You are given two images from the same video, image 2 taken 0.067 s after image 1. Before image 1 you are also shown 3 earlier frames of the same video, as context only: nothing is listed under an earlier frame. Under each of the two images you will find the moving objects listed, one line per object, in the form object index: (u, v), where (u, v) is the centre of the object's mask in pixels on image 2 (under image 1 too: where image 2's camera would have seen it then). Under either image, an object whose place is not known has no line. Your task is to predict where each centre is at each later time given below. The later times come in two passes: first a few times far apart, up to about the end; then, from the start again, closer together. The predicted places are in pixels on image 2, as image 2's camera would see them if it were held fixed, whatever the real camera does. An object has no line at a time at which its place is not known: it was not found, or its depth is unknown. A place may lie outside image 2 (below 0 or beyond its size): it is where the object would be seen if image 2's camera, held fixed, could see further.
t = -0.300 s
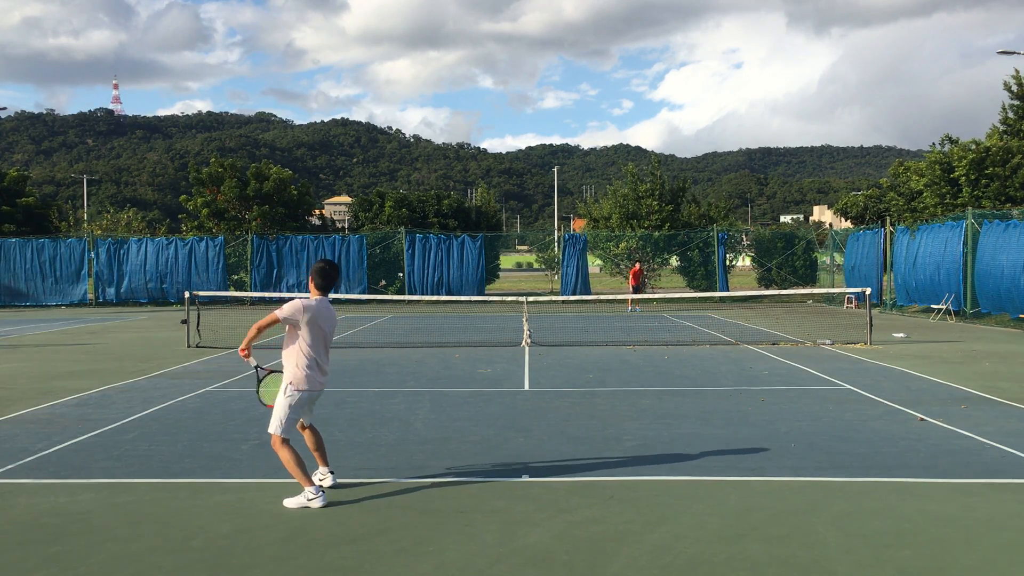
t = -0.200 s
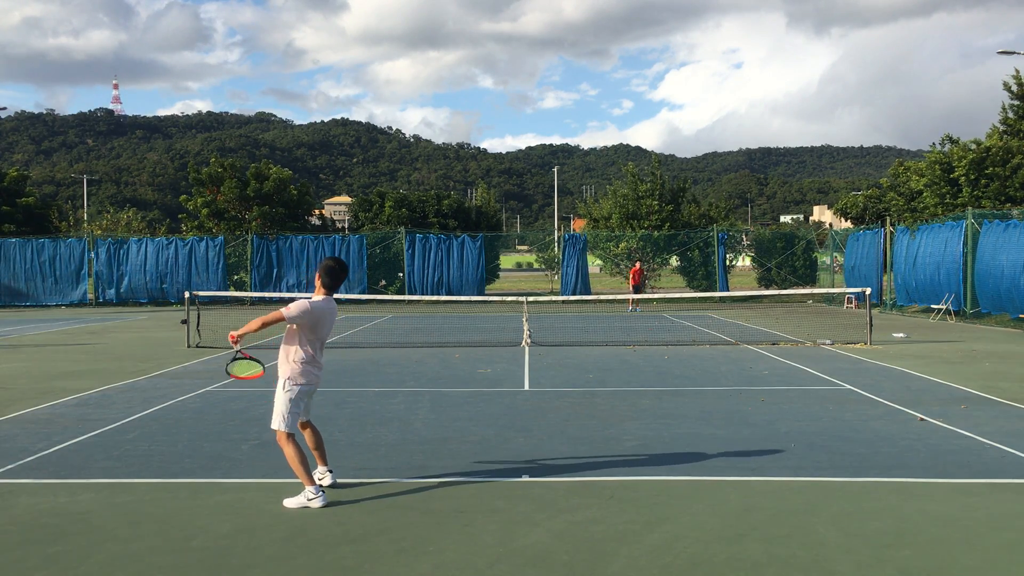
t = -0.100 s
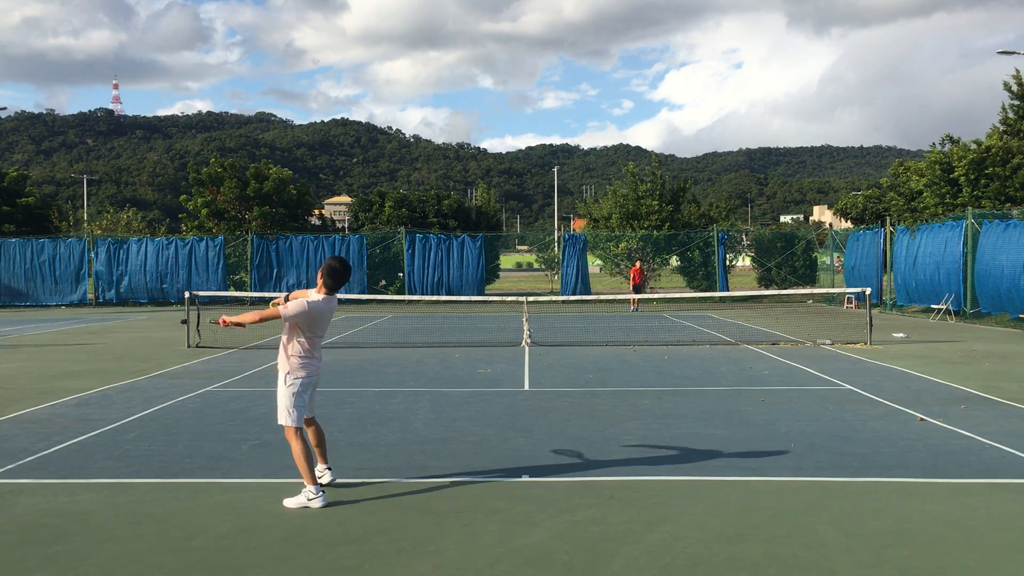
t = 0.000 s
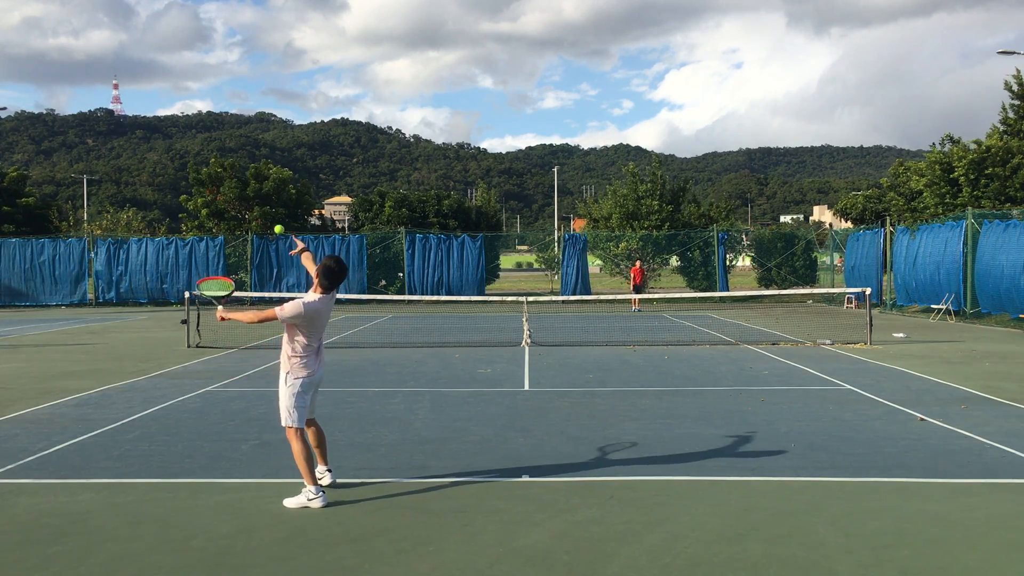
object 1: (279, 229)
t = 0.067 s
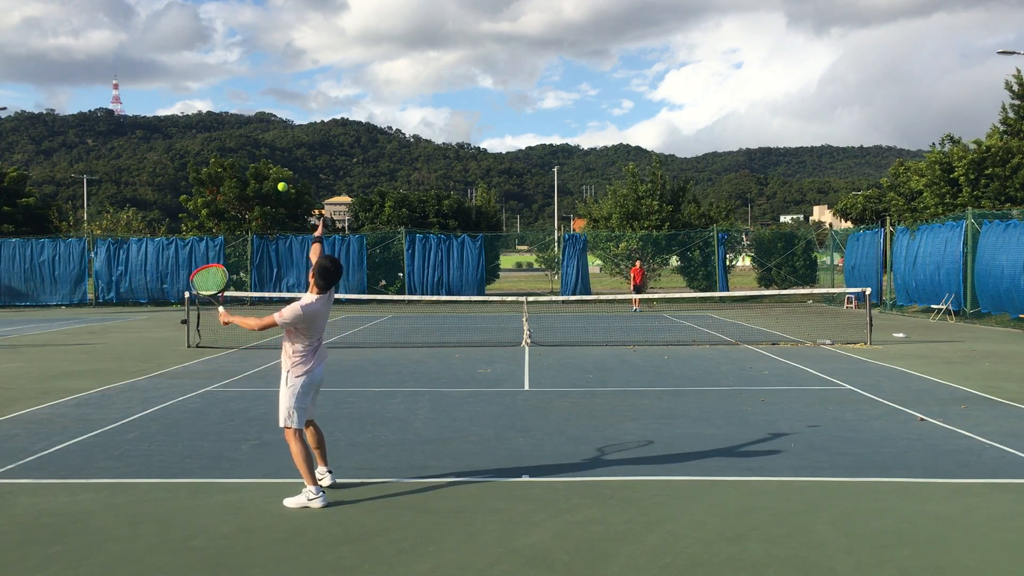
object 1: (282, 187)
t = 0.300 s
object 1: (294, 86)
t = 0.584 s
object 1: (311, 62)
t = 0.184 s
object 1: (287, 126)
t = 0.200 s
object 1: (289, 120)
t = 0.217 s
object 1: (290, 114)
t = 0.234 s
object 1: (291, 107)
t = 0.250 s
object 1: (292, 101)
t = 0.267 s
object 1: (293, 96)
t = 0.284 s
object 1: (293, 91)
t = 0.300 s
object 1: (294, 86)
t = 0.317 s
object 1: (295, 82)
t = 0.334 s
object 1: (296, 78)
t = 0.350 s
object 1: (297, 74)
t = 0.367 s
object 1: (298, 71)
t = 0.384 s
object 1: (299, 68)
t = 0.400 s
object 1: (300, 65)
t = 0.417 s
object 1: (301, 63)
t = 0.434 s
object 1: (302, 62)
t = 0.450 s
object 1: (303, 60)
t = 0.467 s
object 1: (304, 59)
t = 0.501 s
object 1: (306, 58)
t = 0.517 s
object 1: (307, 58)
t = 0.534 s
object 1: (308, 58)
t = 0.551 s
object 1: (309, 59)
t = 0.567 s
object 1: (310, 61)
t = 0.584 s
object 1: (311, 62)
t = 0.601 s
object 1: (312, 64)
